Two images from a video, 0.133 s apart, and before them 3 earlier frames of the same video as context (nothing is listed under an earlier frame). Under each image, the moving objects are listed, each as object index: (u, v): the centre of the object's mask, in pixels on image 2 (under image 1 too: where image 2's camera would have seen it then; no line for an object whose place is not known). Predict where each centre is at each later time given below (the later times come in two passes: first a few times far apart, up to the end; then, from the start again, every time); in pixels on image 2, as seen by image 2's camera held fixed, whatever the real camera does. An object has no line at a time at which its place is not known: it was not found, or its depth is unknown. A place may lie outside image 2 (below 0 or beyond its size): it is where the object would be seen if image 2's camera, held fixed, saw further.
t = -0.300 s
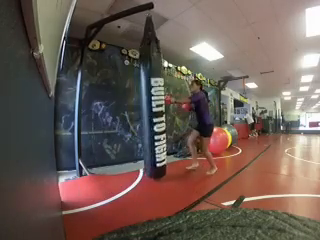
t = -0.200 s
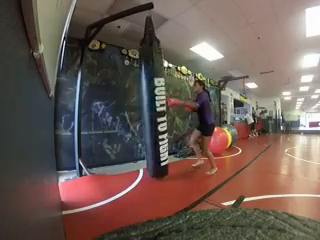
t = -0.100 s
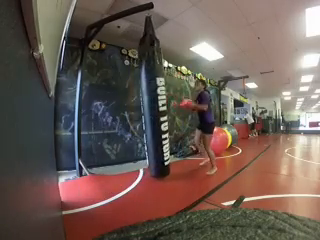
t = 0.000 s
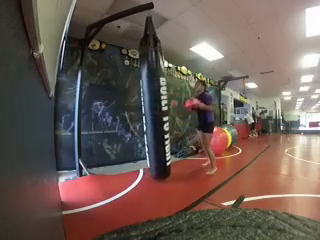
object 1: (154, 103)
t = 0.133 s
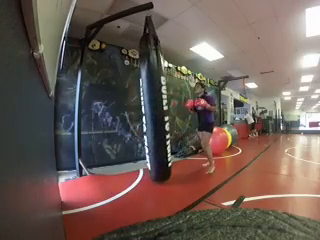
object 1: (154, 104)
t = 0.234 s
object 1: (154, 107)
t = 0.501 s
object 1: (150, 111)
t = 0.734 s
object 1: (144, 116)
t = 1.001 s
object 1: (136, 118)
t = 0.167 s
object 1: (154, 105)
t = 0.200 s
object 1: (154, 106)
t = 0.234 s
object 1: (154, 107)
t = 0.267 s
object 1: (154, 107)
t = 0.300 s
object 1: (153, 108)
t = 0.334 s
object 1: (153, 108)
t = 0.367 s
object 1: (152, 109)
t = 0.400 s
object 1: (152, 110)
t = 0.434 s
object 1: (151, 110)
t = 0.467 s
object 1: (151, 111)
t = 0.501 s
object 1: (150, 111)
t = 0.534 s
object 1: (149, 112)
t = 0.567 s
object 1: (148, 113)
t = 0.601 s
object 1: (148, 114)
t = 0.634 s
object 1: (147, 114)
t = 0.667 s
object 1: (146, 115)
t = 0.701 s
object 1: (145, 116)
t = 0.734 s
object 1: (144, 116)
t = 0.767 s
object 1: (143, 117)
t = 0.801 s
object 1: (142, 117)
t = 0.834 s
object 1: (141, 117)
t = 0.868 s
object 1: (140, 117)
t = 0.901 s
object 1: (139, 117)
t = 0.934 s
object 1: (138, 117)
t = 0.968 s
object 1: (137, 118)
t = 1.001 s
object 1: (136, 118)
